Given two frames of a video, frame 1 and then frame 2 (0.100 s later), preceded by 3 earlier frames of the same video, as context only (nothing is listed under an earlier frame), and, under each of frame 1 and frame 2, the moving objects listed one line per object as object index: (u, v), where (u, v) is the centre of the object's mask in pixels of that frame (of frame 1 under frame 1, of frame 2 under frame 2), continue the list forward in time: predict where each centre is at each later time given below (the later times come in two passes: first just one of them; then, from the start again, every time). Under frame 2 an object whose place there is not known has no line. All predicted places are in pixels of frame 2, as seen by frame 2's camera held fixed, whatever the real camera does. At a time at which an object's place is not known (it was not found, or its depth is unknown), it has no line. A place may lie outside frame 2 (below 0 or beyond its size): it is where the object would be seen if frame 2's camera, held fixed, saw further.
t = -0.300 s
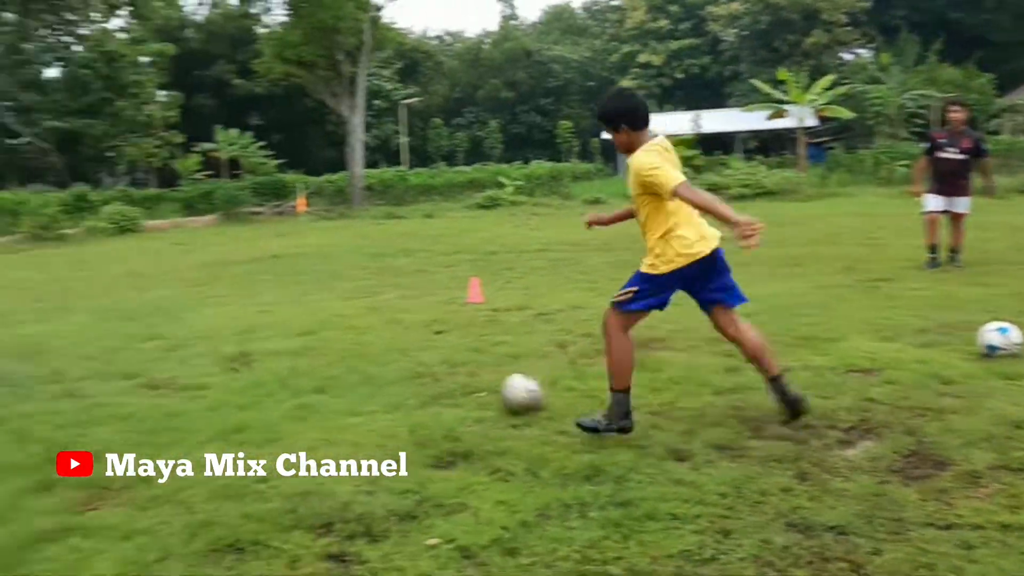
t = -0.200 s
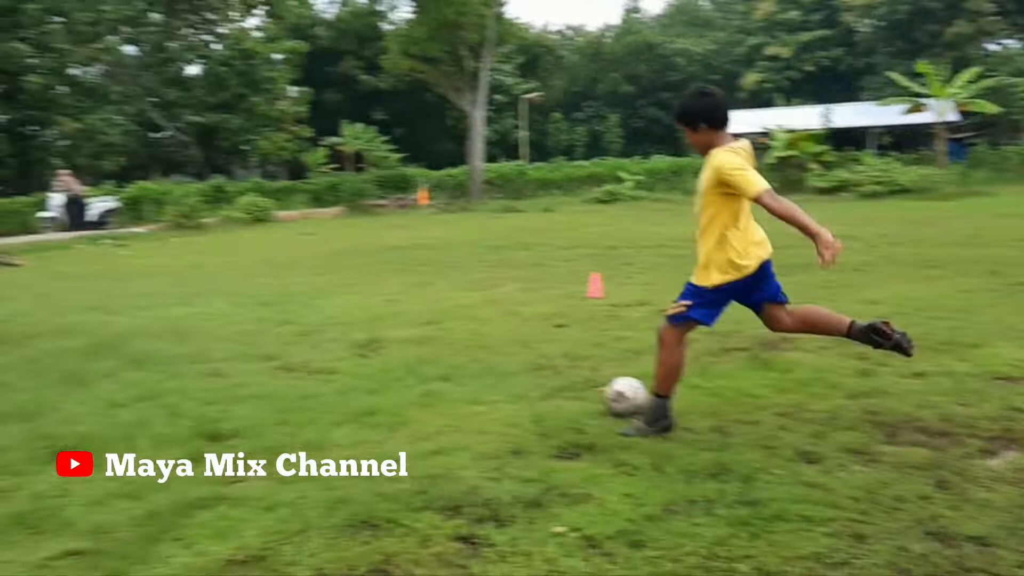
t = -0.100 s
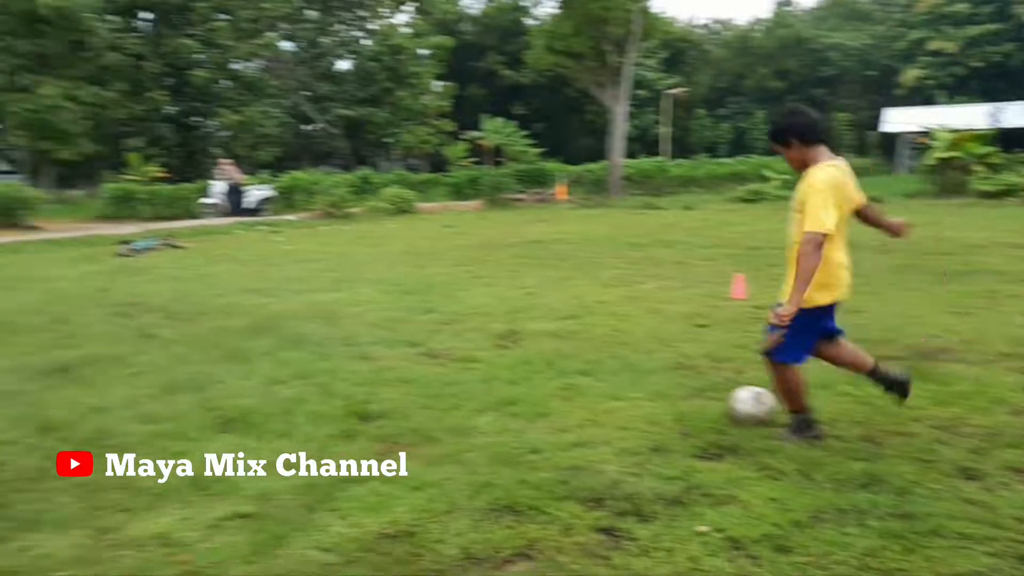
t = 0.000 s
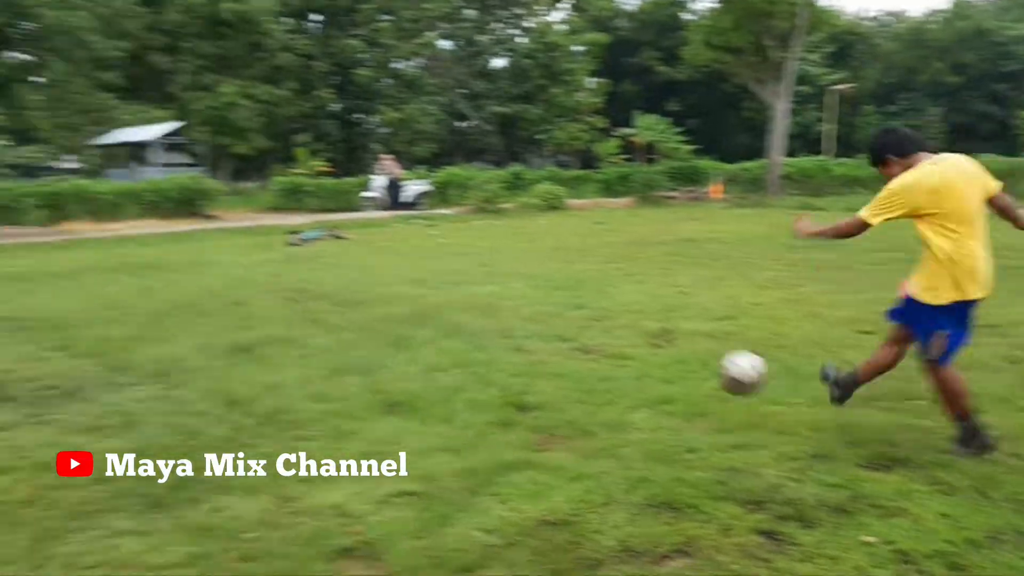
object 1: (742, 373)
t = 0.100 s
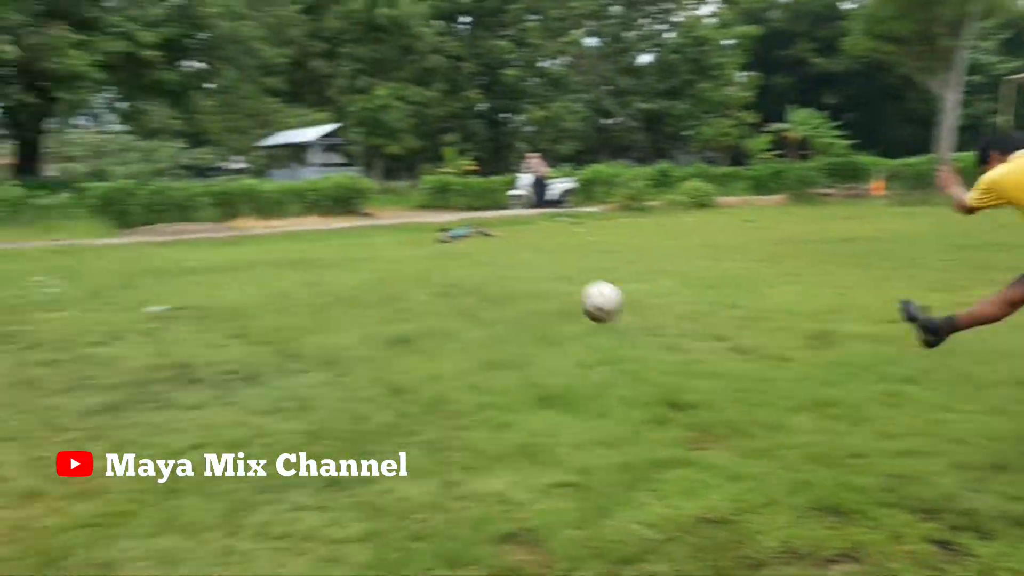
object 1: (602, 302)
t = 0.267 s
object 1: (238, 240)
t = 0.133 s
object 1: (518, 284)
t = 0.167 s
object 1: (439, 269)
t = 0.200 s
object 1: (367, 257)
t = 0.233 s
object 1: (301, 248)
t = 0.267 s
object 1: (238, 240)
